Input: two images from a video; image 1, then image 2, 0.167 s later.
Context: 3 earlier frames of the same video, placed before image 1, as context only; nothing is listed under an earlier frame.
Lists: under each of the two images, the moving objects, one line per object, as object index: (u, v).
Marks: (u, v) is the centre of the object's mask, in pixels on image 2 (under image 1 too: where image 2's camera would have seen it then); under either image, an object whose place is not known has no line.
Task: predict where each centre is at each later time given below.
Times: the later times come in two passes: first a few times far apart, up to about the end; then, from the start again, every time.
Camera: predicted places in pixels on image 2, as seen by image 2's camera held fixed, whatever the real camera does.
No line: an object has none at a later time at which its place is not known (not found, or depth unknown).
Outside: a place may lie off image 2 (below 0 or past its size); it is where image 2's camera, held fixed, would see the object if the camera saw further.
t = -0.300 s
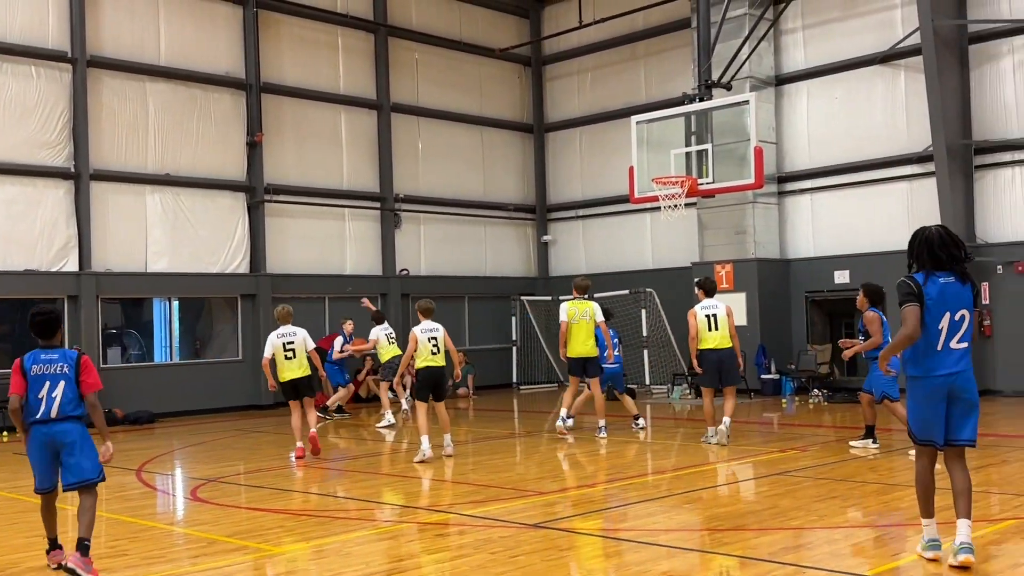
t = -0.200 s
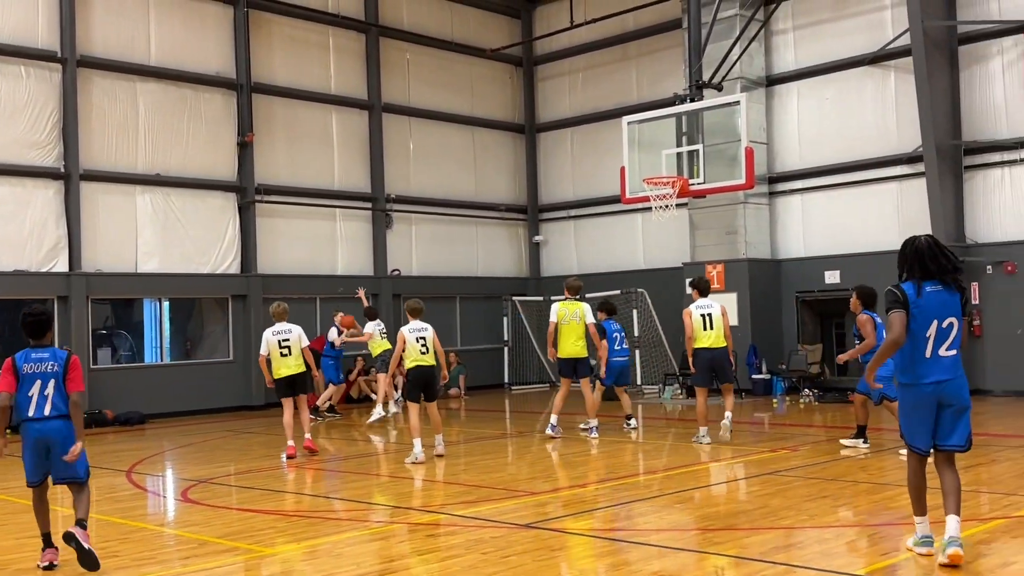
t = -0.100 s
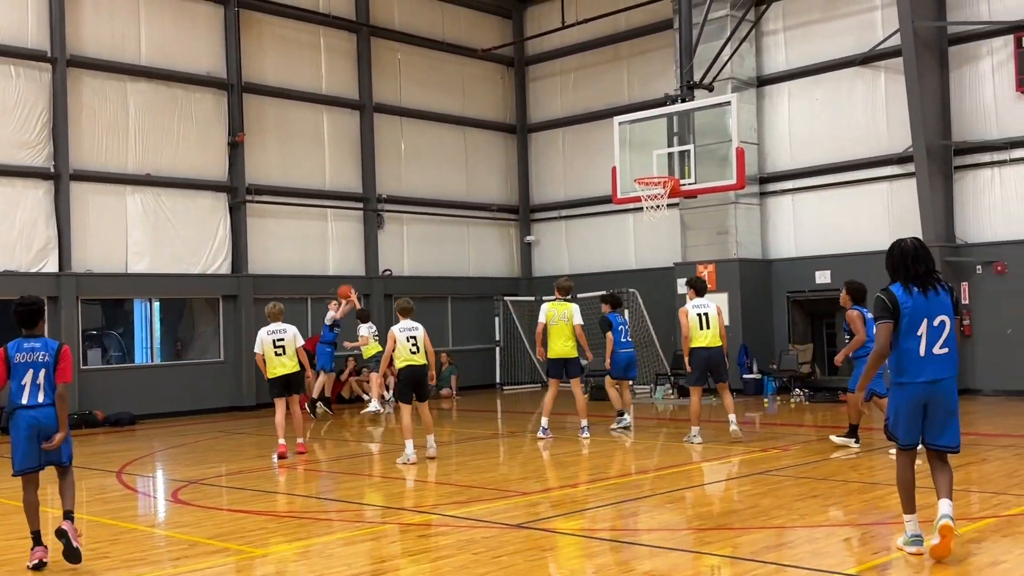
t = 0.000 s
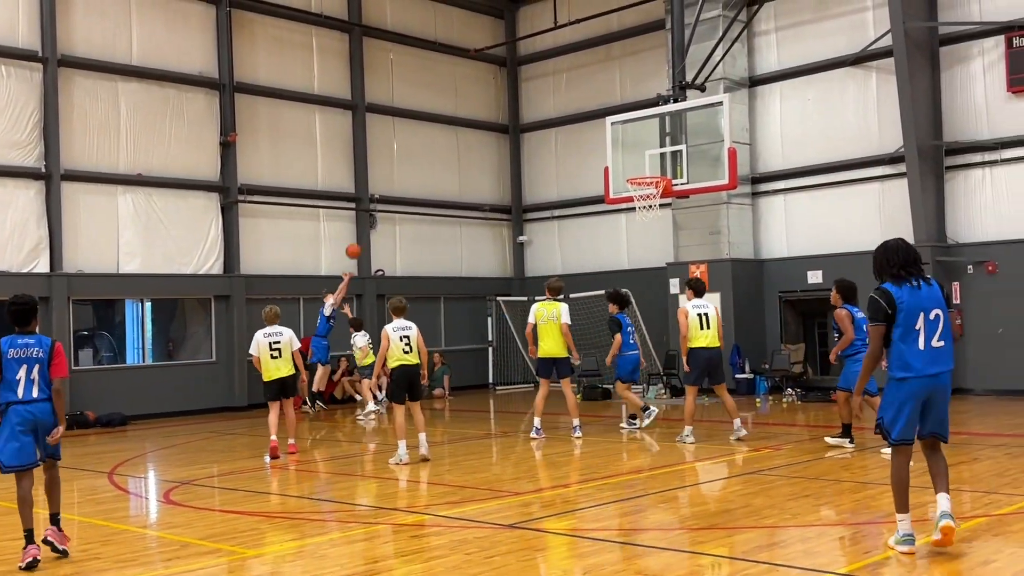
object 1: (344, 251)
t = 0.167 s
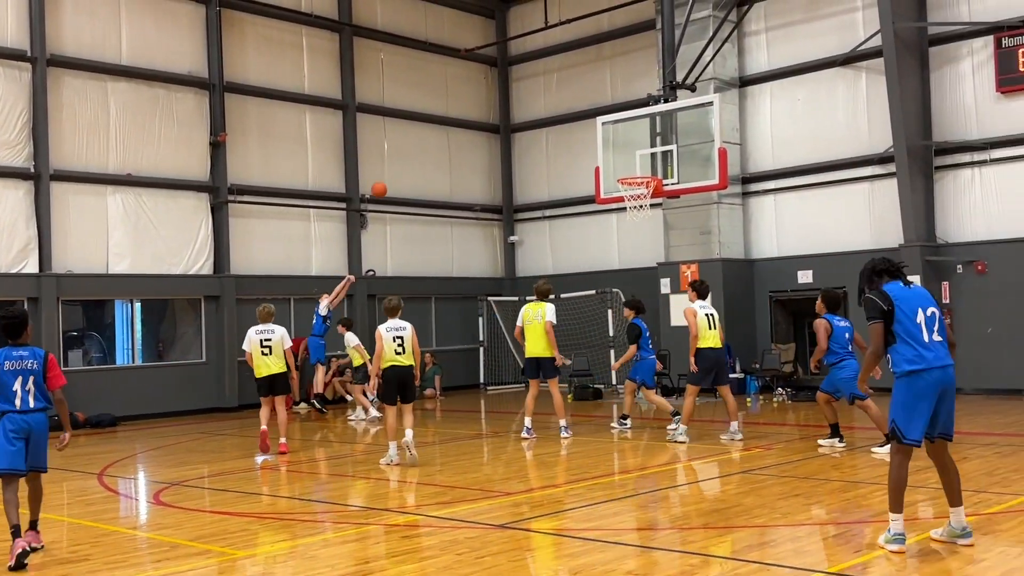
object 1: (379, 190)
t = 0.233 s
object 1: (393, 169)
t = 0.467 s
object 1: (446, 118)
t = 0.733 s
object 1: (514, 103)
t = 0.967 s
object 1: (574, 128)
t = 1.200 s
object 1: (627, 154)
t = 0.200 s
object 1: (386, 179)
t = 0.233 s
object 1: (393, 169)
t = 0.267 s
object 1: (401, 160)
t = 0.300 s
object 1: (408, 151)
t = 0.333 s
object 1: (416, 143)
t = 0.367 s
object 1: (423, 136)
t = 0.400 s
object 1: (431, 129)
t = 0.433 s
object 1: (438, 123)
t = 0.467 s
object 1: (446, 118)
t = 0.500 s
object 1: (455, 114)
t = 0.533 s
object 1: (463, 110)
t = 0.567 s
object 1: (471, 107)
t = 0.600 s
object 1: (479, 104)
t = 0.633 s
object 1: (487, 103)
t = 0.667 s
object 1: (496, 103)
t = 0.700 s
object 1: (505, 102)
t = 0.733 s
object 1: (514, 103)
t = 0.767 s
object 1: (518, 104)
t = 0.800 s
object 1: (527, 106)
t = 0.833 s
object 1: (536, 109)
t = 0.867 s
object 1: (546, 112)
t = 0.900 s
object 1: (555, 117)
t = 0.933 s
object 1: (565, 122)
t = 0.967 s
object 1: (574, 128)
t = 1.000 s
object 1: (584, 136)
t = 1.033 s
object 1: (594, 144)
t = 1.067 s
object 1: (604, 153)
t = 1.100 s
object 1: (614, 163)
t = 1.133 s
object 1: (624, 172)
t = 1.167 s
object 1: (626, 165)
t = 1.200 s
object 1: (627, 154)
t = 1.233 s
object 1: (627, 144)
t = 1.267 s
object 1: (628, 134)
